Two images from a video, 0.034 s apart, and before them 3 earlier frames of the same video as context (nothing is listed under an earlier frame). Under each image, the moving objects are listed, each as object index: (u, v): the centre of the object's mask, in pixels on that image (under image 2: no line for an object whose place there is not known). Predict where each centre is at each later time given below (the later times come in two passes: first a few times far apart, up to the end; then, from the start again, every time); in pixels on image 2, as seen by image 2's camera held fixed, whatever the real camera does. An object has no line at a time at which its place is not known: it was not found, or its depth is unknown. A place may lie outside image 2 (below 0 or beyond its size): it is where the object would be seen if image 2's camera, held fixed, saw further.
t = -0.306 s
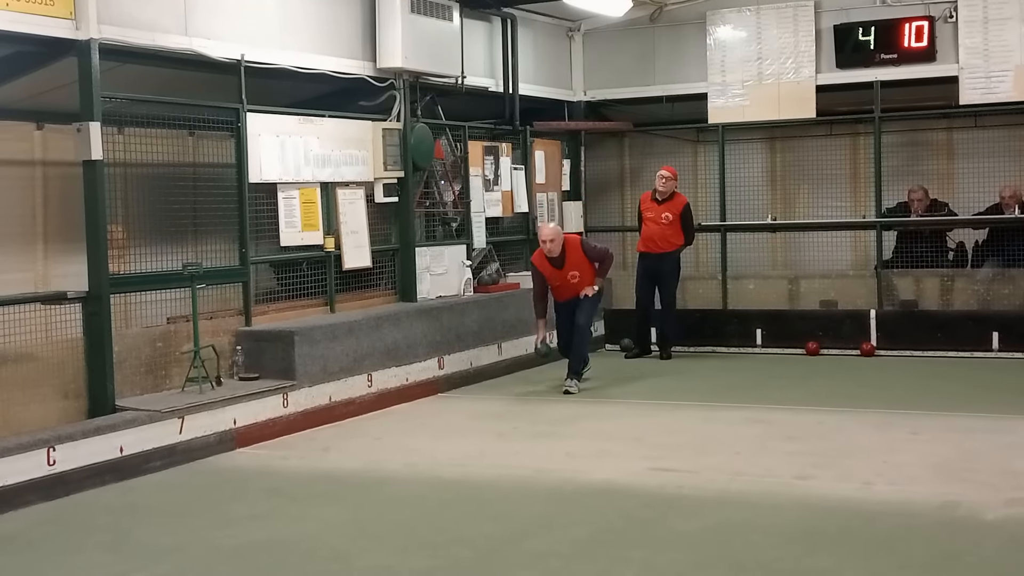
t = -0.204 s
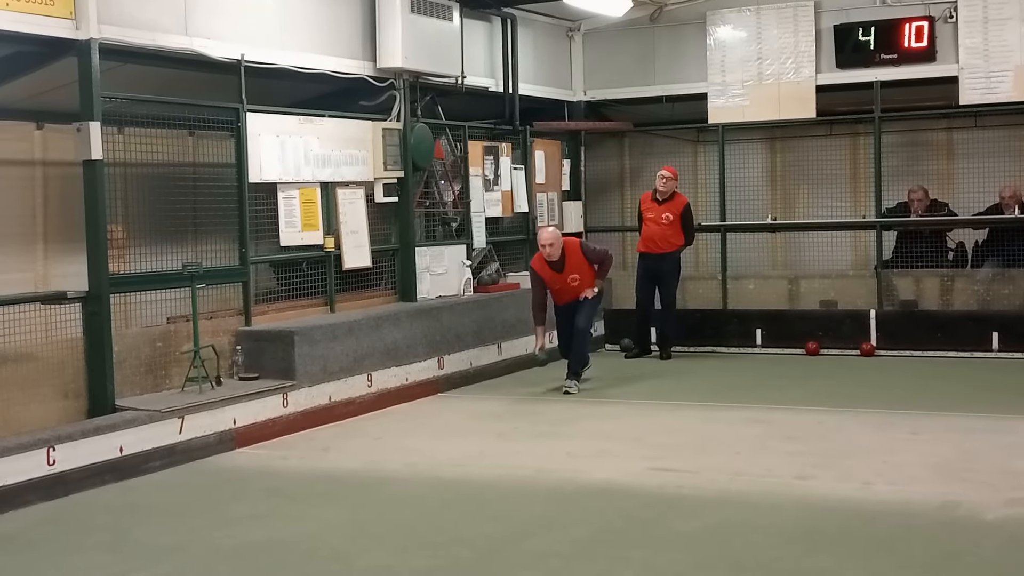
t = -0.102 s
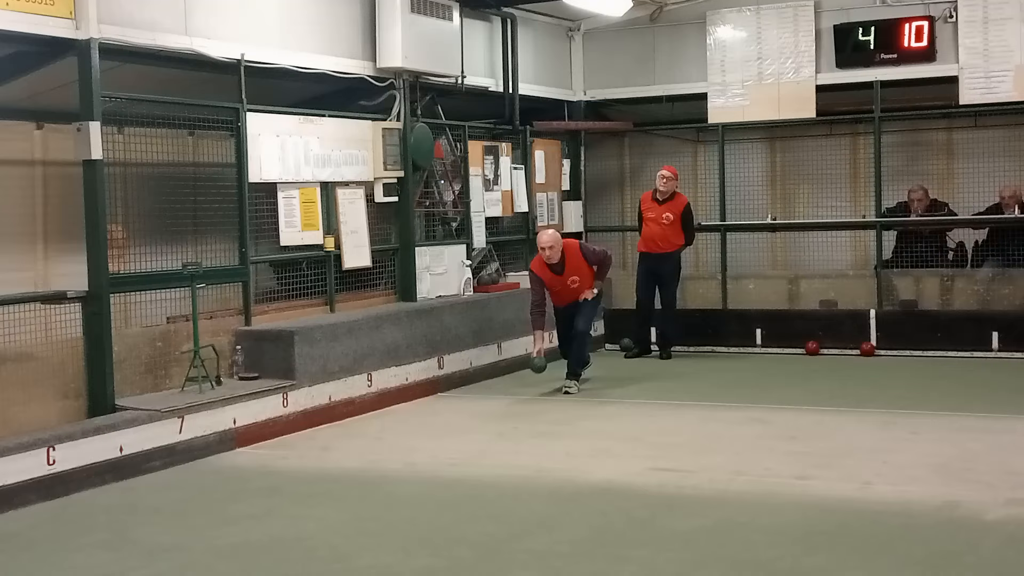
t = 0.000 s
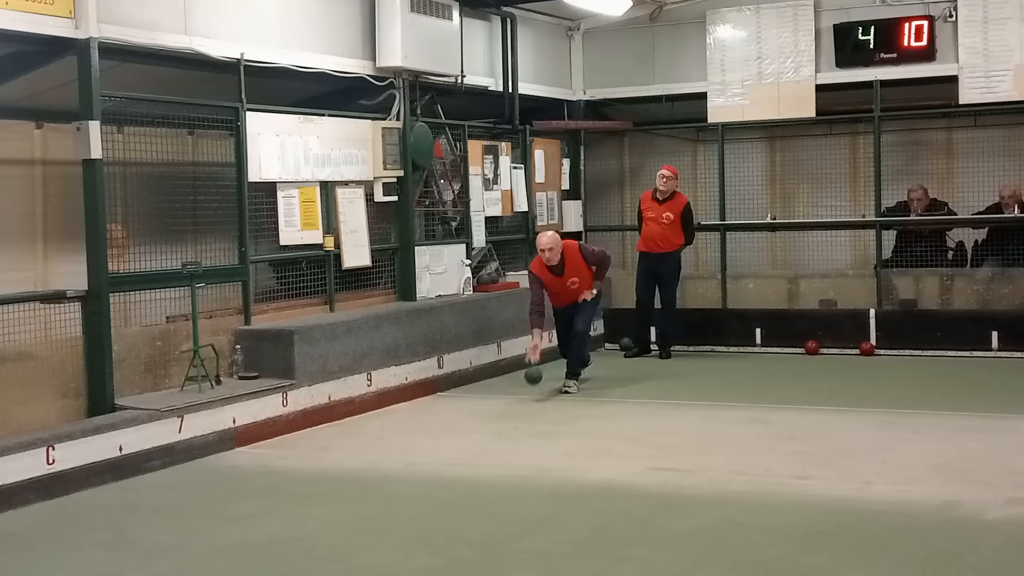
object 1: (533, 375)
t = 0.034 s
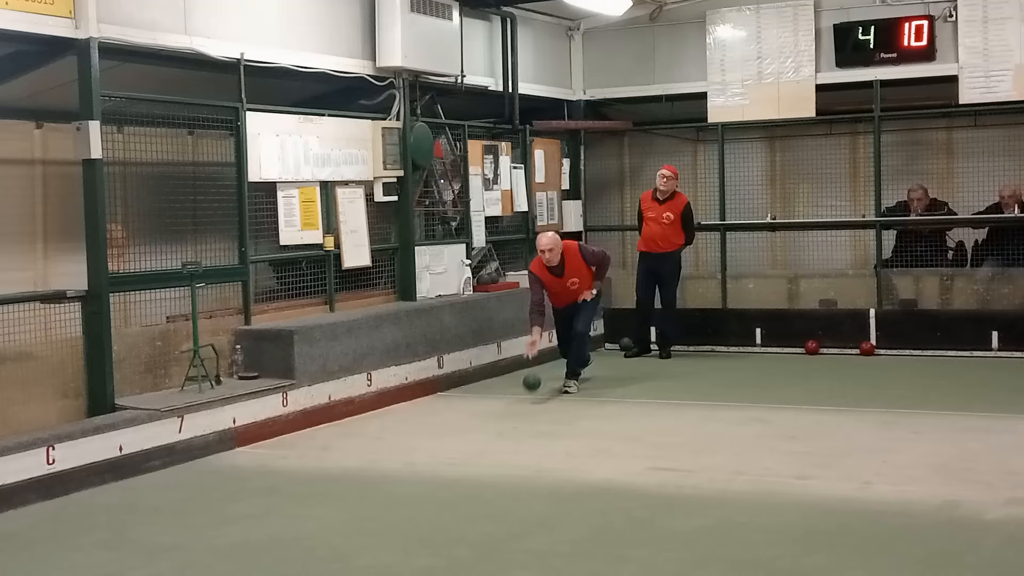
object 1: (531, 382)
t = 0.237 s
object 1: (521, 405)
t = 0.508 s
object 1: (506, 419)
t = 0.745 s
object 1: (491, 433)
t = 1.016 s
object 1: (470, 451)
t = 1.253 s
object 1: (450, 469)
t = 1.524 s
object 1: (423, 492)
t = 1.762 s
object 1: (396, 516)
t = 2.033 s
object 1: (360, 546)
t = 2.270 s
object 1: (324, 569)
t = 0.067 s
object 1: (530, 391)
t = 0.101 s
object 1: (528, 398)
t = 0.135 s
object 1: (526, 397)
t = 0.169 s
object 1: (525, 398)
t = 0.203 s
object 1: (523, 402)
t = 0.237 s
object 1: (521, 405)
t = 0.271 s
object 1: (520, 406)
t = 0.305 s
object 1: (518, 408)
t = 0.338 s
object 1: (516, 410)
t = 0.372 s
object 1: (514, 412)
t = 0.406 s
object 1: (512, 414)
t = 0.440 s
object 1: (510, 416)
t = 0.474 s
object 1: (508, 417)
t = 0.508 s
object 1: (506, 419)
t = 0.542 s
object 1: (504, 421)
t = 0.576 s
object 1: (502, 423)
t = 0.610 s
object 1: (500, 425)
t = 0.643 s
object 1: (498, 427)
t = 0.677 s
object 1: (495, 429)
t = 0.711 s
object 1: (493, 431)
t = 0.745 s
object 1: (491, 433)
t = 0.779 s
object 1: (488, 435)
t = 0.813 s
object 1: (486, 438)
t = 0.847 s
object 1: (483, 440)
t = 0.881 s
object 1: (481, 442)
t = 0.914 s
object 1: (478, 444)
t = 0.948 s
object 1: (476, 447)
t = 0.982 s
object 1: (473, 449)
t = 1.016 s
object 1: (470, 451)
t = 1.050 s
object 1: (468, 454)
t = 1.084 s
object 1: (465, 456)
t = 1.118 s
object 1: (462, 459)
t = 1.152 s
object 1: (459, 461)
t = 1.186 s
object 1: (456, 464)
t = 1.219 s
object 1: (453, 467)
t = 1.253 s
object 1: (450, 469)
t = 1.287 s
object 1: (447, 472)
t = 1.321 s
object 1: (444, 475)
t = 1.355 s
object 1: (441, 477)
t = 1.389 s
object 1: (437, 480)
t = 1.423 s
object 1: (434, 483)
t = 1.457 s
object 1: (430, 486)
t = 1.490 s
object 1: (427, 489)
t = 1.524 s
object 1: (423, 492)
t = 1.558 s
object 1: (419, 495)
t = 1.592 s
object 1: (416, 499)
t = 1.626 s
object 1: (412, 502)
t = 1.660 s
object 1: (408, 505)
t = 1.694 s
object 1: (404, 509)
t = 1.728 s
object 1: (400, 512)
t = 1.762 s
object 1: (396, 516)
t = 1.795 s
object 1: (392, 519)
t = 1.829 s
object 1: (388, 523)
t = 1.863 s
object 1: (383, 527)
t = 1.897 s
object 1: (379, 531)
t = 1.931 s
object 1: (374, 534)
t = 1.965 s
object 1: (370, 538)
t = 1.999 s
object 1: (365, 542)
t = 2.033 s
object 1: (360, 546)
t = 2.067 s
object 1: (355, 551)
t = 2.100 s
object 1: (350, 555)
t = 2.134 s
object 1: (345, 559)
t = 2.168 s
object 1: (340, 562)
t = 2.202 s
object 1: (335, 565)
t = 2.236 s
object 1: (330, 567)
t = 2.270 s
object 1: (324, 569)
